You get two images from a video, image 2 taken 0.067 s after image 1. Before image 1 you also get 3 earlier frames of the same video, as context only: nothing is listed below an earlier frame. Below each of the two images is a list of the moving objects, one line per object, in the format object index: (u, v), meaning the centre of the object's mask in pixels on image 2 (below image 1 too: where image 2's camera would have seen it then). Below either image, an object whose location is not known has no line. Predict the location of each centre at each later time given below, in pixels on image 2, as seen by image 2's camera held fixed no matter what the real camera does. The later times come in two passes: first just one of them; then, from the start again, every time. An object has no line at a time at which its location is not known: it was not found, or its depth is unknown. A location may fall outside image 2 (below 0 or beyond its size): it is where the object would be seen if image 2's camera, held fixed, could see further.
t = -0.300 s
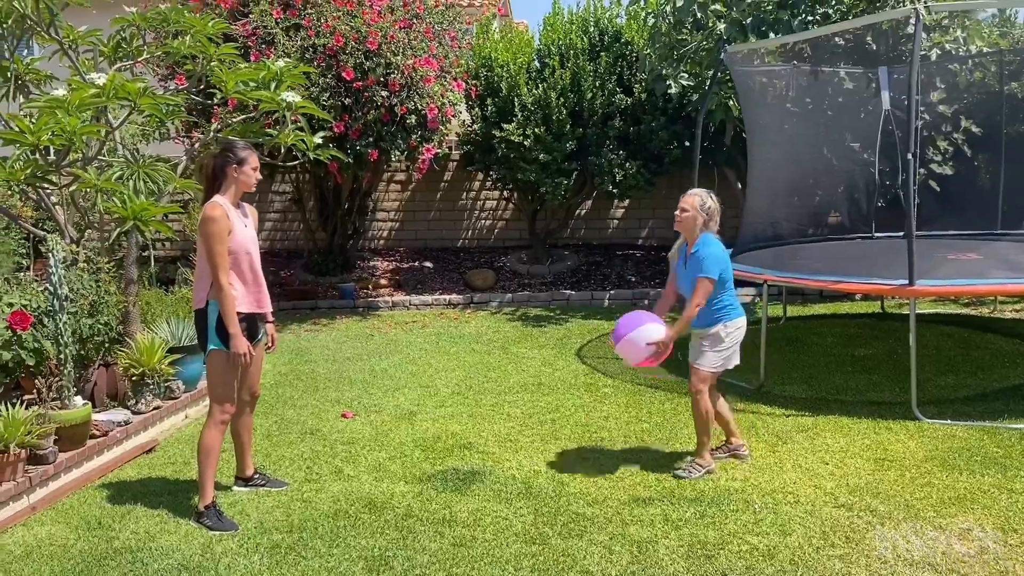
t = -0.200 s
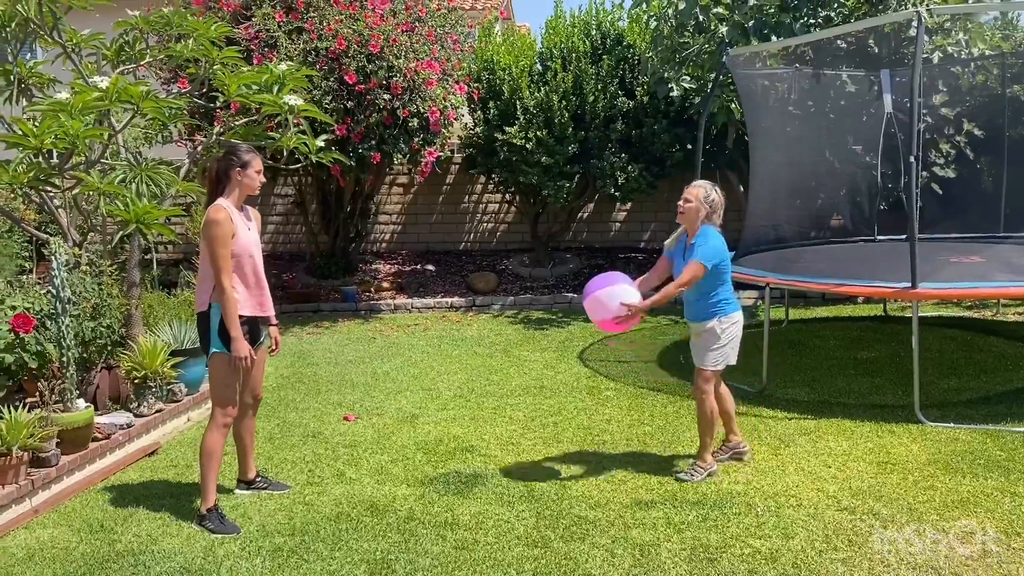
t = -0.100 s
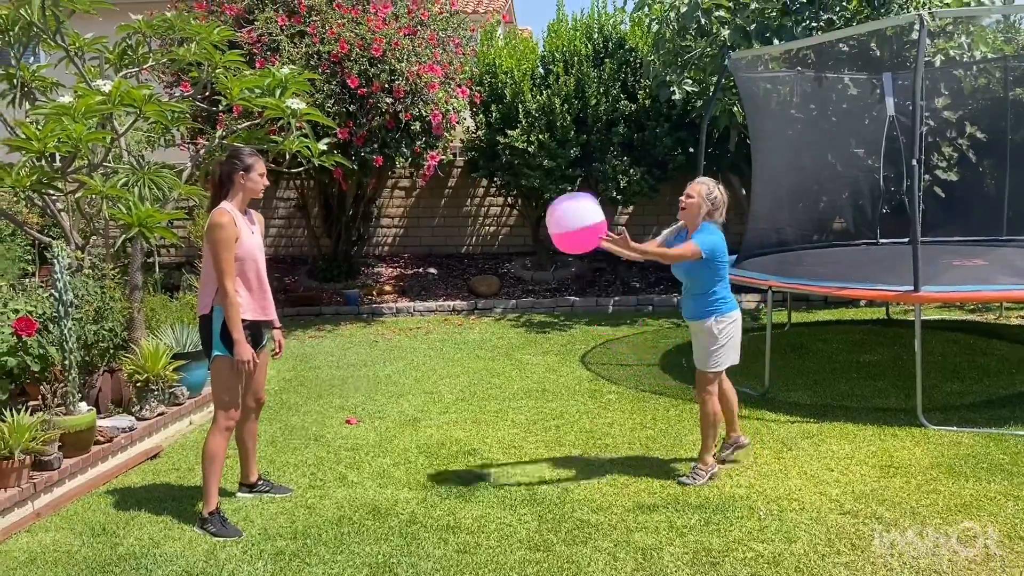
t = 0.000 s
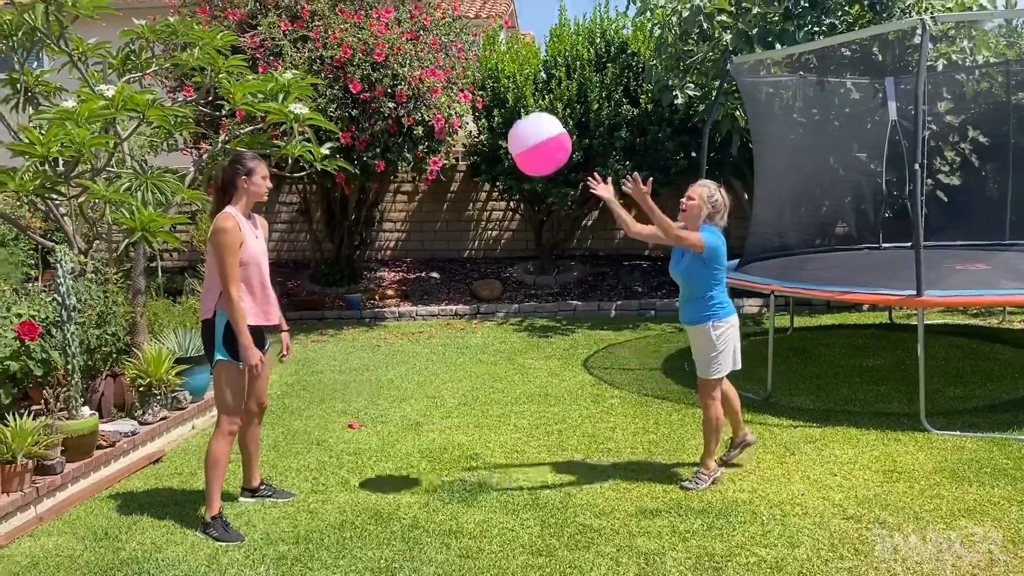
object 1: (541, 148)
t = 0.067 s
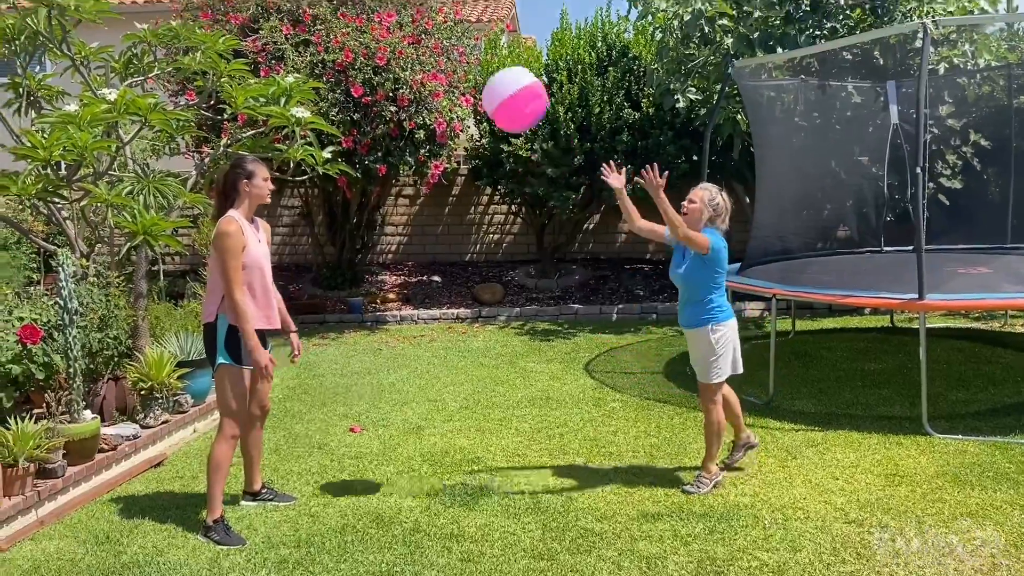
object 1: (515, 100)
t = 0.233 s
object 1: (452, 13)
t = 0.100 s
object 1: (502, 78)
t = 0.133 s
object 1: (489, 58)
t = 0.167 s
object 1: (477, 40)
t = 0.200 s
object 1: (464, 24)
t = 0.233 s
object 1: (452, 13)
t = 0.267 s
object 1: (439, 4)
